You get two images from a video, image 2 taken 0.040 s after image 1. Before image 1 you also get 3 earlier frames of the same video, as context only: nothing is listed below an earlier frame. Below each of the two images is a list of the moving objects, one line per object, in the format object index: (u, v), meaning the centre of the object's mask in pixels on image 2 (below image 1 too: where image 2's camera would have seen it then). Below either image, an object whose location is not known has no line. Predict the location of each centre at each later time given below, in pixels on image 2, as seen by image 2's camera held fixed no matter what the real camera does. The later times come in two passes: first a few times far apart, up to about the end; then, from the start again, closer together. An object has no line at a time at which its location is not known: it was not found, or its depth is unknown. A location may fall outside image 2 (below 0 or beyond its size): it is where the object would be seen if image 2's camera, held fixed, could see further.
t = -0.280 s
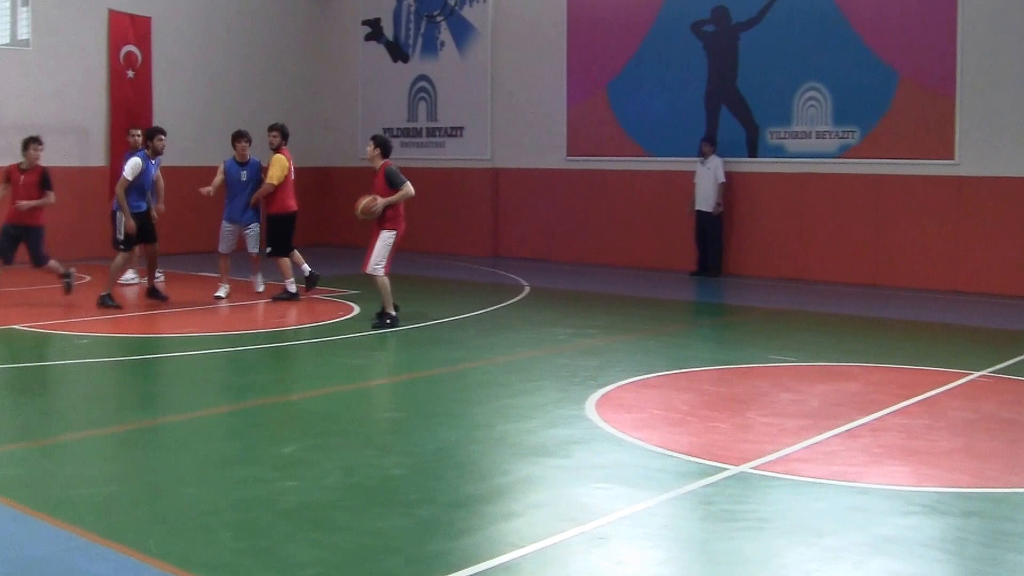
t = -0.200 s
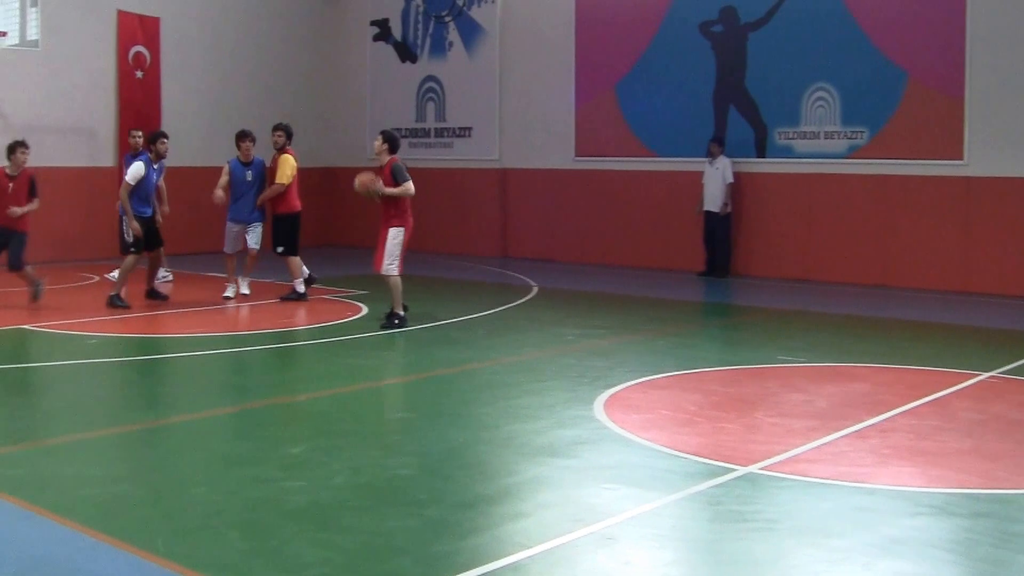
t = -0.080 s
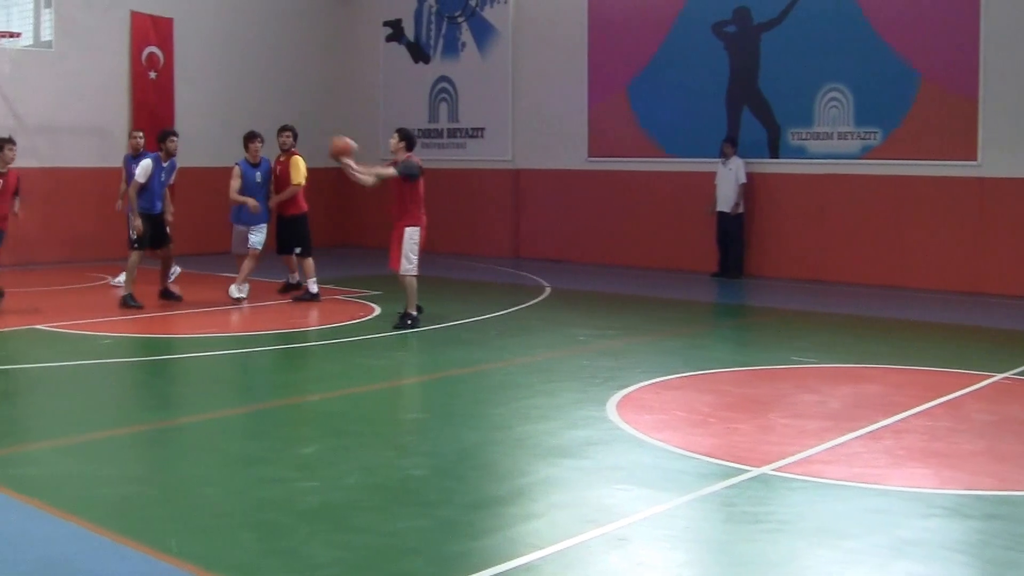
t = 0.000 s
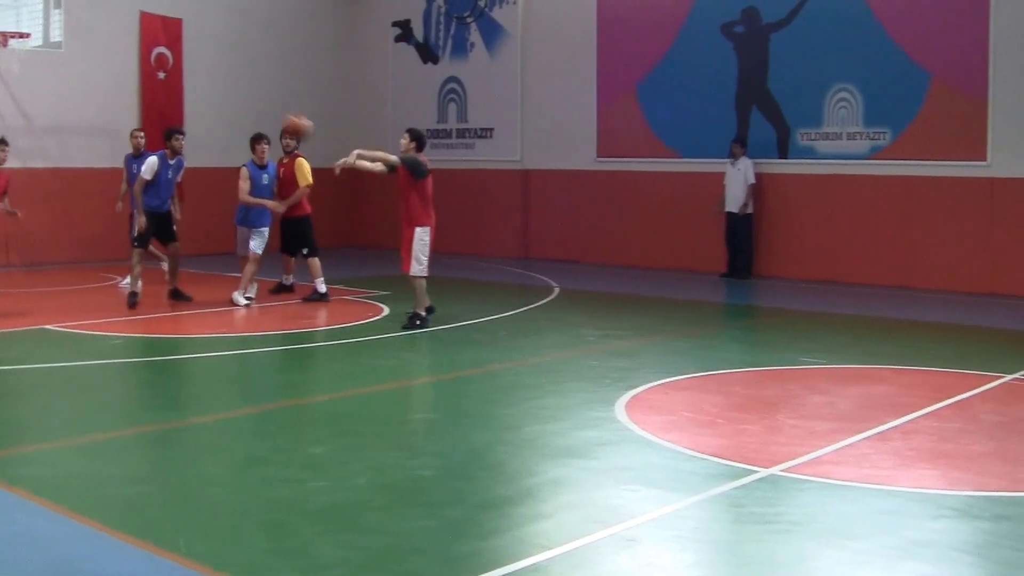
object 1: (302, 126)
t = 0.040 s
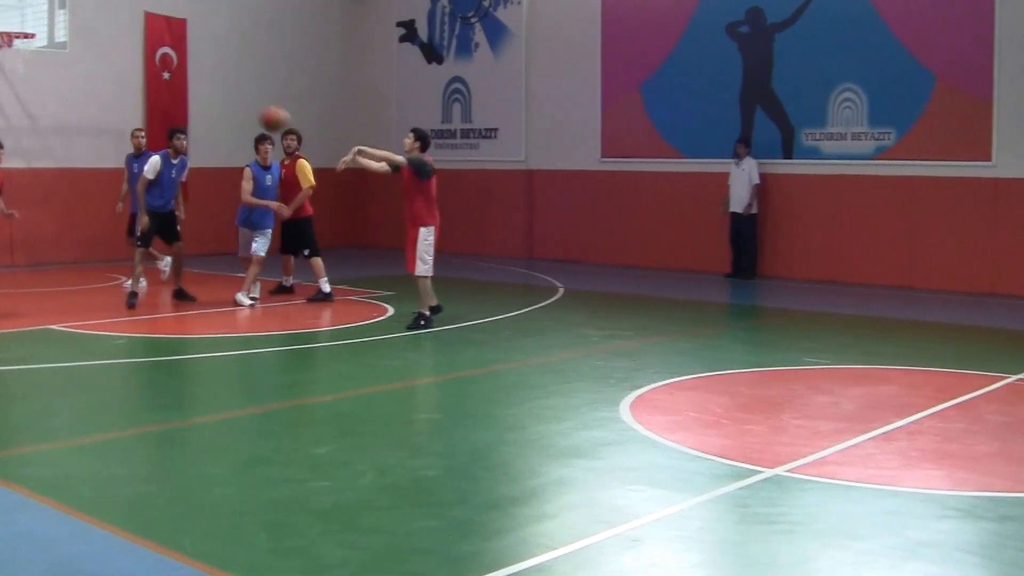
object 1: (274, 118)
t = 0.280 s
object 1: (107, 103)
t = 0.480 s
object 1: (-34, 139)
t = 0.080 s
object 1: (247, 113)
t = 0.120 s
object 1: (219, 107)
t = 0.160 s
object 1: (190, 103)
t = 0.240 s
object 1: (135, 102)
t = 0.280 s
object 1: (107, 103)
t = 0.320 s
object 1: (78, 108)
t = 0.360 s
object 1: (50, 113)
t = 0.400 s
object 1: (22, 120)
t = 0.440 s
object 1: (-6, 129)
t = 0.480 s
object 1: (-34, 139)
